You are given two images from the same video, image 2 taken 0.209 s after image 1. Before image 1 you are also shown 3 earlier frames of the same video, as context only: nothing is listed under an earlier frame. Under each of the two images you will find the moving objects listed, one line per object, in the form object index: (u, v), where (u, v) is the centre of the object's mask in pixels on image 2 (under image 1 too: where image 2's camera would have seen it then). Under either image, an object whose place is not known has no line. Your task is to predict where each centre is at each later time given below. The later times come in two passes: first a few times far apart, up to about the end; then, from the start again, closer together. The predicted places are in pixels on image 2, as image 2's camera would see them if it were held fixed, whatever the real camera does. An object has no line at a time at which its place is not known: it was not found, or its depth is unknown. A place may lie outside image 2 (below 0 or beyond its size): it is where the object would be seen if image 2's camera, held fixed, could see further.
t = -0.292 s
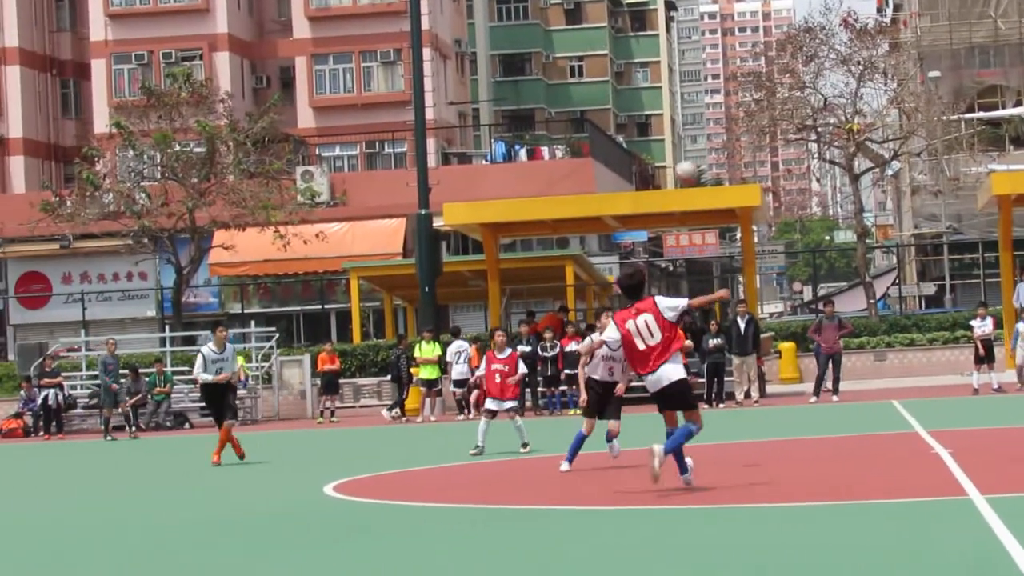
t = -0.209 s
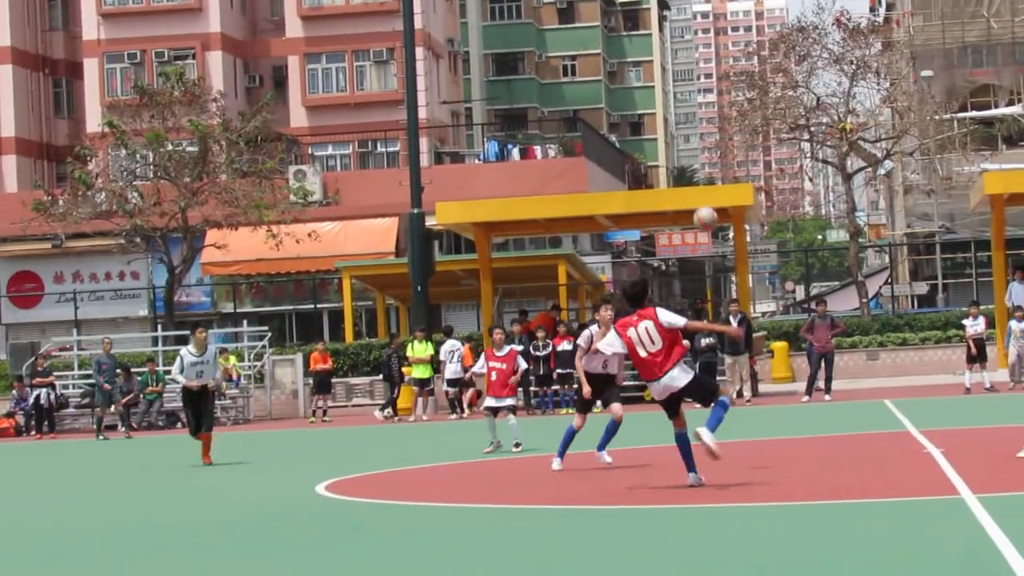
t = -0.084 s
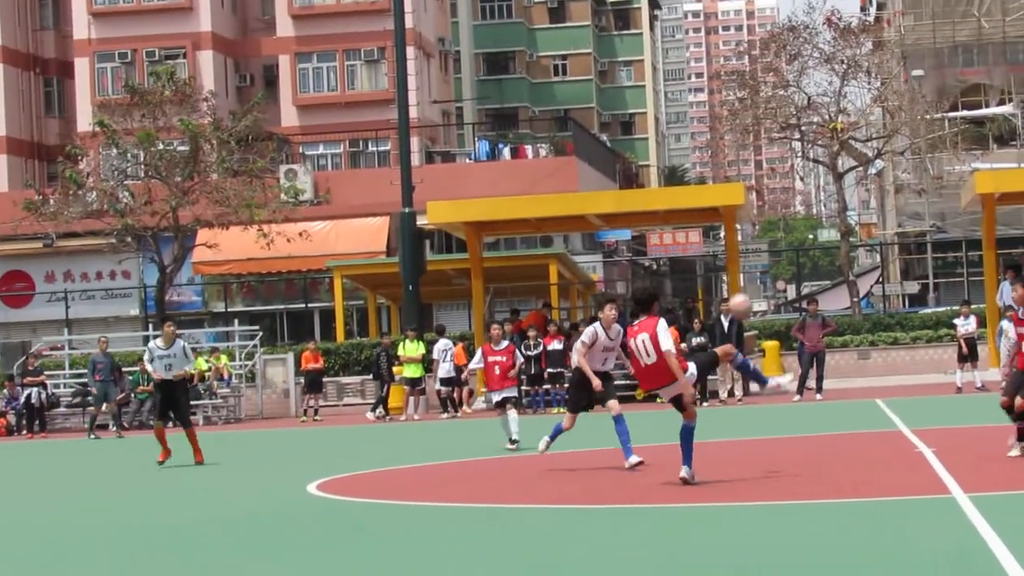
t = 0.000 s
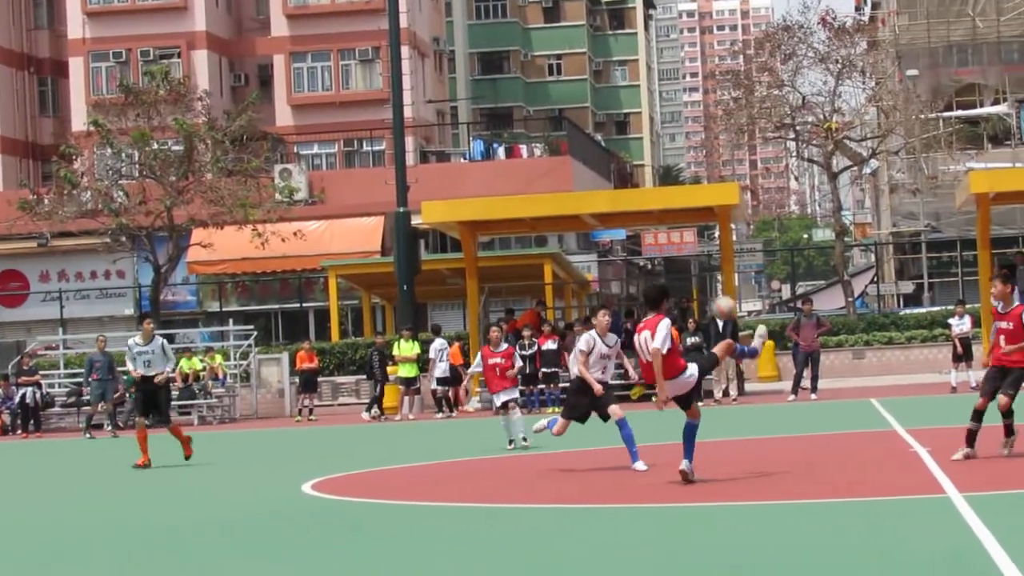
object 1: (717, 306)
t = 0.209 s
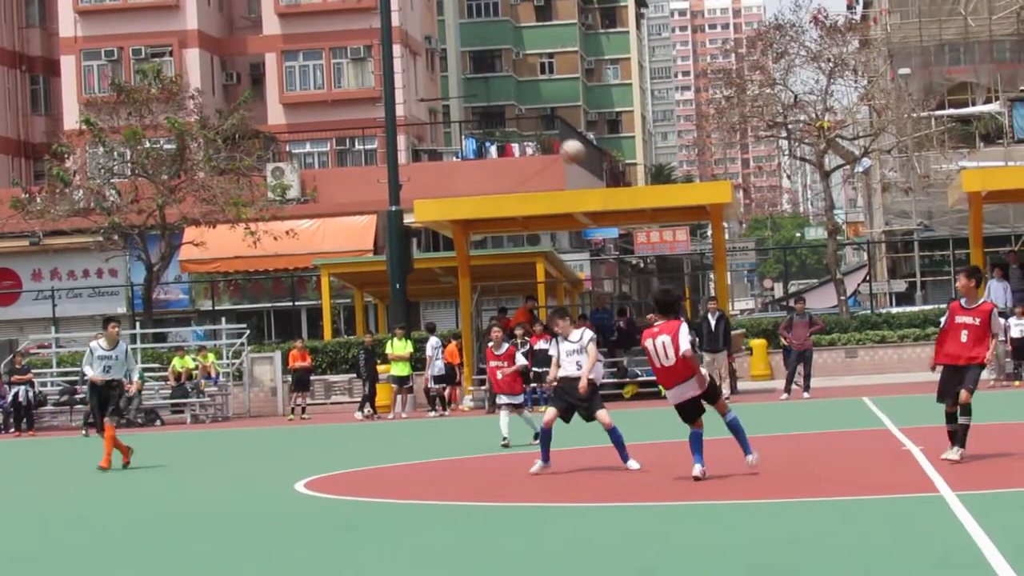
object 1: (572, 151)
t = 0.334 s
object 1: (487, 84)
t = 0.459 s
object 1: (404, 36)
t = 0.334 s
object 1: (487, 84)
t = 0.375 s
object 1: (460, 66)
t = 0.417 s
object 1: (433, 49)
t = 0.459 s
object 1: (404, 36)
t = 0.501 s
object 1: (378, 23)
